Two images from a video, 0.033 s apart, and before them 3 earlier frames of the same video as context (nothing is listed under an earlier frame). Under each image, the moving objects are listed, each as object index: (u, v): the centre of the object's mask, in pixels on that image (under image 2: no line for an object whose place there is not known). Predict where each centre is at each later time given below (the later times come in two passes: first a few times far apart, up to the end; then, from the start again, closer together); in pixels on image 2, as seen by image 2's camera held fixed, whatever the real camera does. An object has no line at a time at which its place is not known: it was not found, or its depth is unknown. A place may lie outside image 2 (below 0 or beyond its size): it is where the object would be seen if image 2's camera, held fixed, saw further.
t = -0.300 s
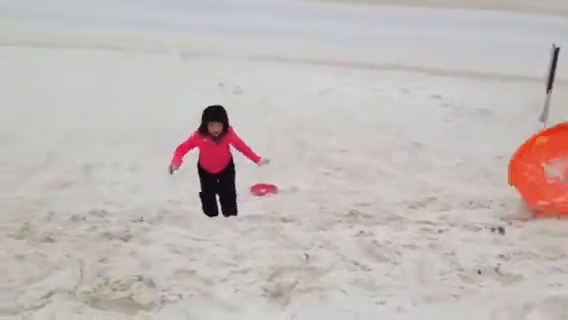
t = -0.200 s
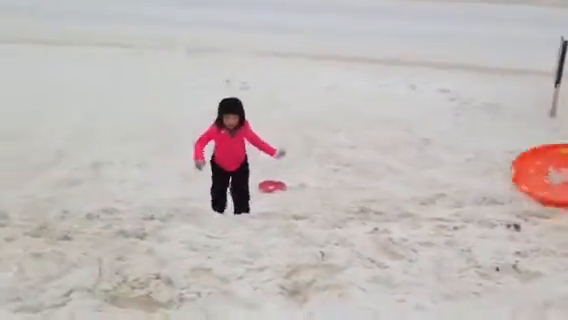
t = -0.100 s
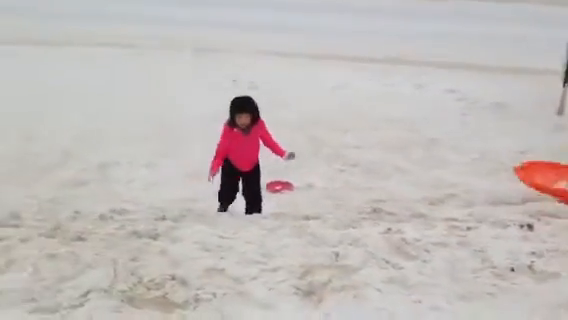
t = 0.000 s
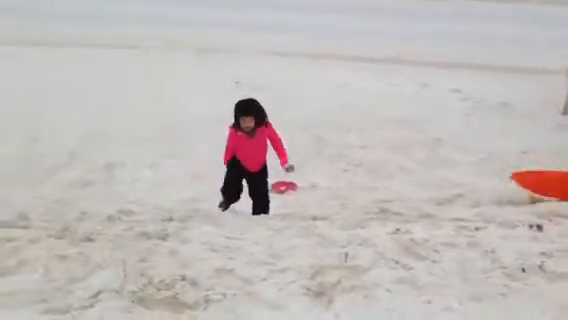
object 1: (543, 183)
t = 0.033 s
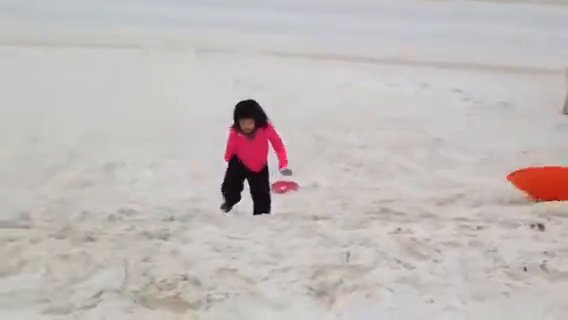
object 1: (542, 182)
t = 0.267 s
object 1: (525, 187)
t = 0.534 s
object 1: (490, 186)
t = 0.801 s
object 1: (458, 191)
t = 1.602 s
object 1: (408, 200)
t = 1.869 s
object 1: (395, 199)
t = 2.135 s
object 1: (382, 201)
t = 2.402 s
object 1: (375, 202)
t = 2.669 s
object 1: (369, 199)
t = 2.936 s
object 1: (363, 199)
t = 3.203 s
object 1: (357, 195)
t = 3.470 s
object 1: (354, 194)
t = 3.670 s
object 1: (354, 192)
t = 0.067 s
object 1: (539, 182)
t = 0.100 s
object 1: (536, 183)
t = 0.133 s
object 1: (534, 185)
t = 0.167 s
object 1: (532, 188)
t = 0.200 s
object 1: (530, 190)
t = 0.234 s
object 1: (527, 188)
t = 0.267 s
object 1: (525, 187)
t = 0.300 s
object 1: (522, 185)
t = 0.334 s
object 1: (518, 185)
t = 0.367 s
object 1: (513, 184)
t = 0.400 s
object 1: (509, 184)
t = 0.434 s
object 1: (503, 185)
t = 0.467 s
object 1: (499, 186)
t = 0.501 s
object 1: (494, 186)
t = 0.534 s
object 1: (490, 186)
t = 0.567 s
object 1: (486, 186)
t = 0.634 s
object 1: (478, 186)
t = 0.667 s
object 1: (474, 186)
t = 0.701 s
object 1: (471, 187)
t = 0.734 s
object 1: (467, 188)
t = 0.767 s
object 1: (463, 189)
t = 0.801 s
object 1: (458, 191)
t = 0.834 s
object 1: (454, 192)
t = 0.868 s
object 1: (447, 193)
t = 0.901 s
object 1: (445, 193)
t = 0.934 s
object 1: (443, 191)
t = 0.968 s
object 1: (442, 190)
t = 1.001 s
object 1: (441, 189)
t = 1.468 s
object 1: (420, 194)
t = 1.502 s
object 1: (417, 195)
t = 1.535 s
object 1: (415, 196)
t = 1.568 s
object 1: (412, 198)
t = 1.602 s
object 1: (408, 200)
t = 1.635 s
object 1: (405, 199)
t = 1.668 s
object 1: (404, 198)
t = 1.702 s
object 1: (403, 198)
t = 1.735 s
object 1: (401, 198)
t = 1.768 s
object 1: (400, 197)
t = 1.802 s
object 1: (397, 198)
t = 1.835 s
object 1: (396, 198)
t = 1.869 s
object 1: (395, 199)
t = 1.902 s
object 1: (393, 199)
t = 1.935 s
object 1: (392, 200)
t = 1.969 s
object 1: (389, 201)
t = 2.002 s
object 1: (388, 203)
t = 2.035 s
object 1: (388, 203)
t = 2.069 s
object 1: (385, 202)
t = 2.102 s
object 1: (383, 201)
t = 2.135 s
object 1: (382, 201)
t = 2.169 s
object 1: (381, 200)
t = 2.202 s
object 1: (381, 199)
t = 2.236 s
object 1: (380, 199)
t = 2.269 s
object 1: (378, 199)
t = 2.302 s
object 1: (377, 199)
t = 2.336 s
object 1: (376, 200)
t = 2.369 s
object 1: (376, 201)
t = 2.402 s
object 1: (375, 202)
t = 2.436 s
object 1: (374, 203)
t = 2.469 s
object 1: (372, 202)
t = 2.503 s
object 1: (372, 201)
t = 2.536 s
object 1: (370, 200)
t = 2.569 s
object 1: (369, 200)
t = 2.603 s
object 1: (369, 200)
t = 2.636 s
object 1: (369, 199)
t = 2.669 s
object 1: (369, 199)
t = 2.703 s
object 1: (368, 200)
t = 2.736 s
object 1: (366, 200)
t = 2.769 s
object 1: (366, 201)
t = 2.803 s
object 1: (365, 200)
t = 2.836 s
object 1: (364, 200)
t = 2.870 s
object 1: (364, 199)
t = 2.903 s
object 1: (364, 200)
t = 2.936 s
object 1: (363, 199)
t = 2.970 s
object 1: (362, 199)
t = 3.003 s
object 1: (361, 198)
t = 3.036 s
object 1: (360, 198)
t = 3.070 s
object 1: (359, 197)
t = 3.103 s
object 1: (357, 196)
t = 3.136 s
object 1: (357, 196)
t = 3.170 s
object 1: (357, 195)
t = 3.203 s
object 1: (357, 195)
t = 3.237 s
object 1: (356, 194)
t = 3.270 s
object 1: (356, 194)
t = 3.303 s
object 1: (355, 194)
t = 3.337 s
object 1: (354, 194)
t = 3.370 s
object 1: (354, 194)
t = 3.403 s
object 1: (354, 194)
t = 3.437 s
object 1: (354, 194)
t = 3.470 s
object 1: (354, 194)
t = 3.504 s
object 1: (354, 193)
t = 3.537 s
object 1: (354, 193)
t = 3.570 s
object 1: (354, 192)
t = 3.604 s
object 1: (354, 192)
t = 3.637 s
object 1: (353, 192)
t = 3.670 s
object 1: (354, 192)
